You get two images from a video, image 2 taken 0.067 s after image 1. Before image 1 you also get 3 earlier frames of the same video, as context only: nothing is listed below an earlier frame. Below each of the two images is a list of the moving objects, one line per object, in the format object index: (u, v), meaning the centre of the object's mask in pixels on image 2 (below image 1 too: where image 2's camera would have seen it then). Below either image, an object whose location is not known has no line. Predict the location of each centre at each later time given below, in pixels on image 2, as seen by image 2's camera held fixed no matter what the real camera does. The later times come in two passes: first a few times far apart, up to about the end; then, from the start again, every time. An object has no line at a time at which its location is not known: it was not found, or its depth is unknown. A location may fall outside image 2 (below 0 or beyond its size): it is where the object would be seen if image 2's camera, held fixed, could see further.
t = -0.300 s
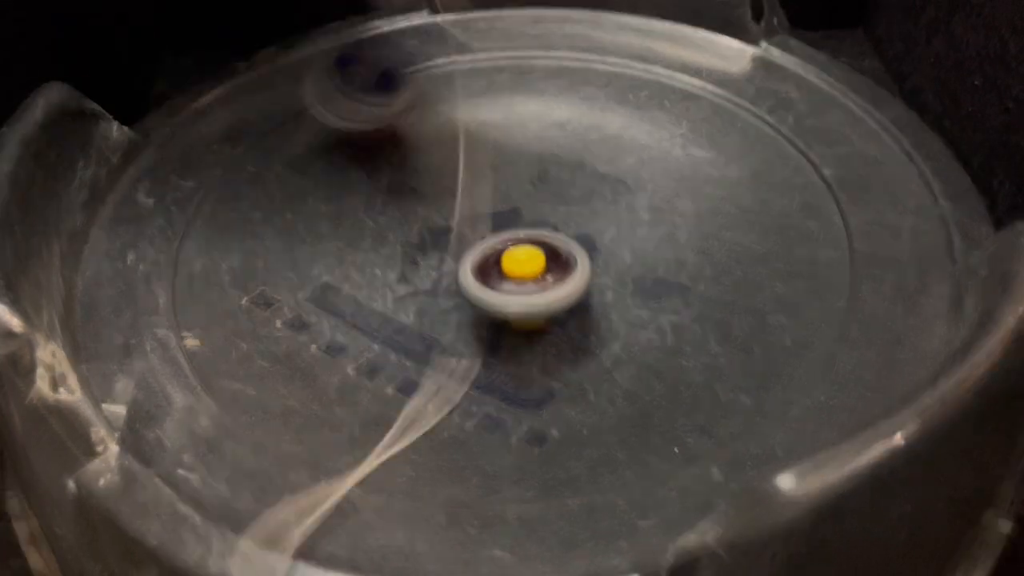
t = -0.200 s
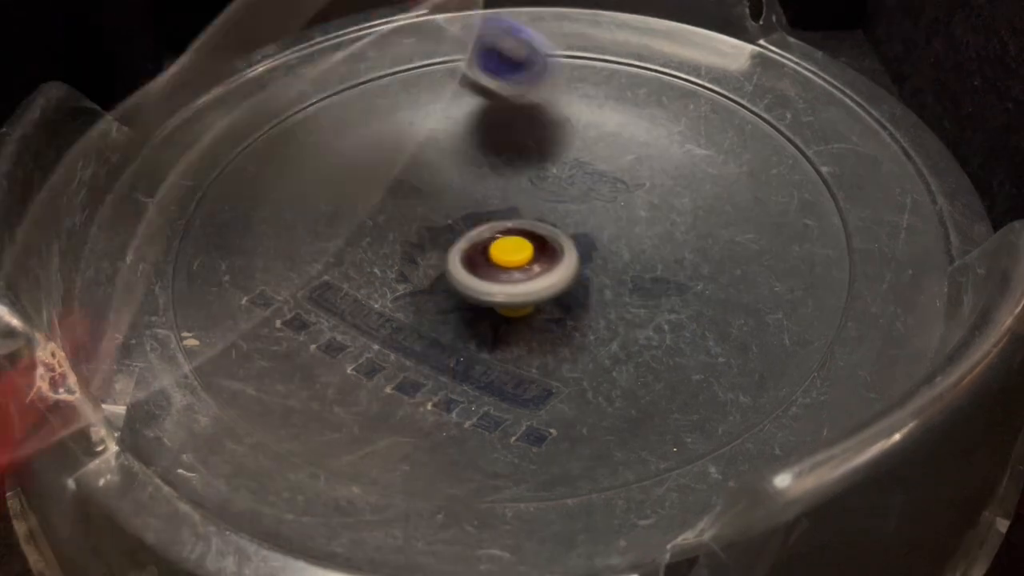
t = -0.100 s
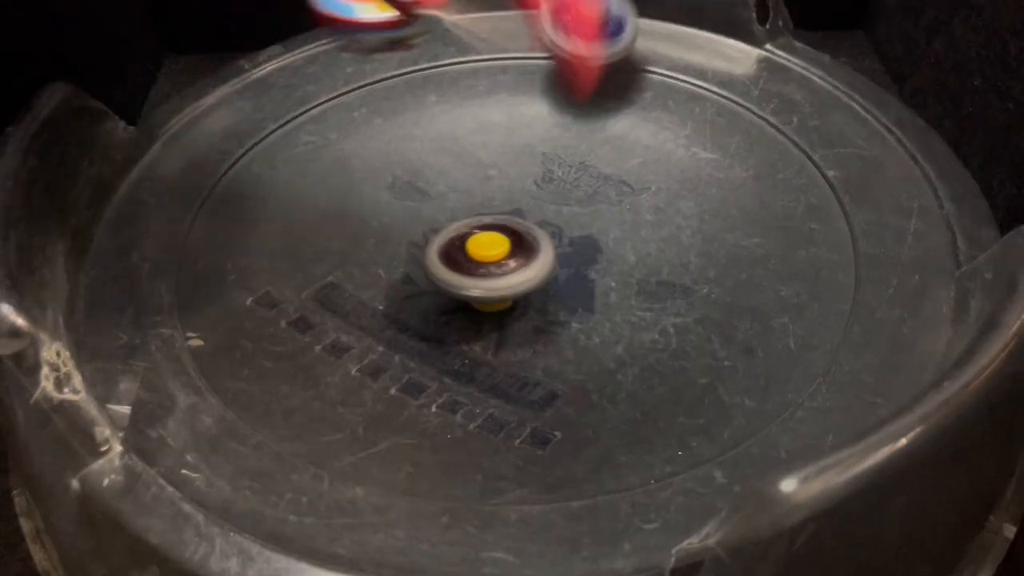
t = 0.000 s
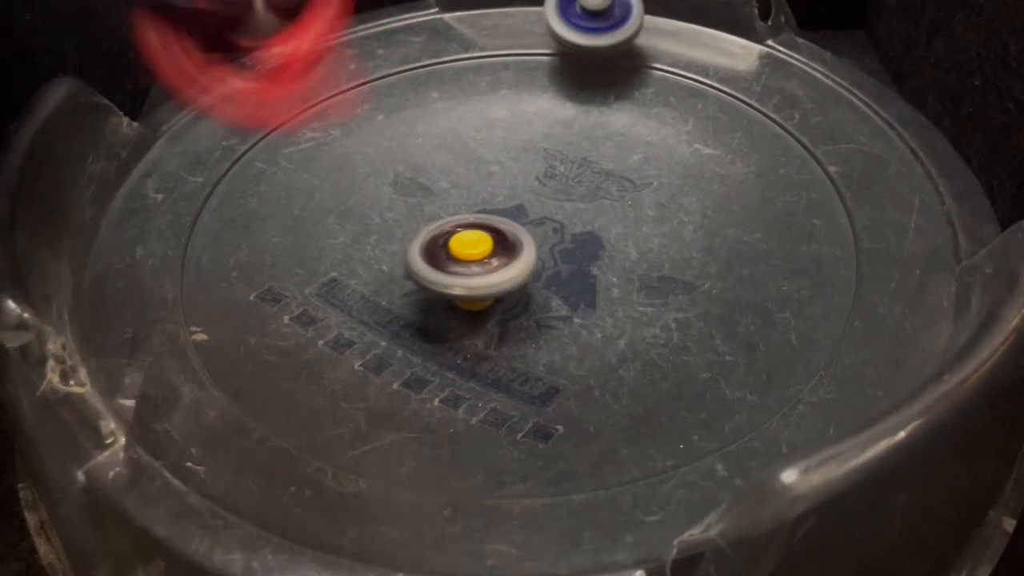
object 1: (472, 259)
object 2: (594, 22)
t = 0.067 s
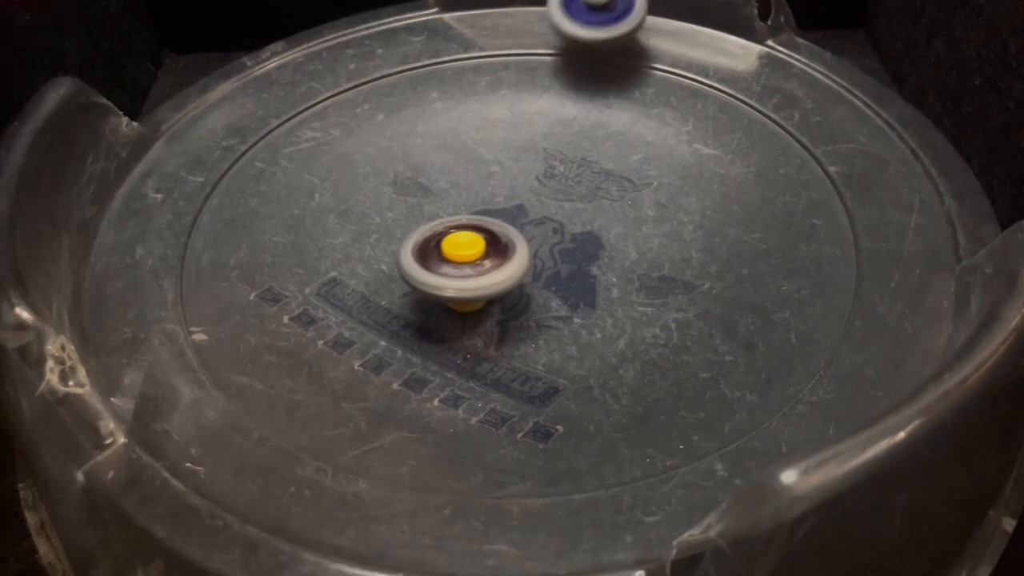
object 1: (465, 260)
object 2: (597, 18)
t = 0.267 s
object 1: (448, 263)
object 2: (561, 86)
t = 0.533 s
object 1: (465, 261)
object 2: (743, 152)
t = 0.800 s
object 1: (476, 241)
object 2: (615, 105)
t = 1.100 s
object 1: (373, 333)
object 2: (787, 231)
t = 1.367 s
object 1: (513, 310)
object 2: (630, 137)
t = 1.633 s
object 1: (662, 286)
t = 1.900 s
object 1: (629, 185)
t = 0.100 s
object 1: (459, 263)
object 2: (597, 20)
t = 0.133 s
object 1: (457, 263)
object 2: (591, 30)
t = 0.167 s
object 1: (454, 262)
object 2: (581, 41)
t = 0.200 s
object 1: (451, 262)
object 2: (573, 53)
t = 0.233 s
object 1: (449, 263)
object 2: (569, 69)
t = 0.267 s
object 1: (448, 263)
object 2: (561, 86)
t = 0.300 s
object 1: (449, 264)
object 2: (558, 105)
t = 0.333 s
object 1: (451, 265)
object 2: (563, 127)
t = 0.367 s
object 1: (453, 265)
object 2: (577, 149)
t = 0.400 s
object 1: (454, 264)
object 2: (599, 167)
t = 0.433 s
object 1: (457, 264)
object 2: (634, 177)
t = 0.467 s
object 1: (460, 263)
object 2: (672, 179)
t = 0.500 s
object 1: (464, 262)
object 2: (710, 170)
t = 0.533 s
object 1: (465, 261)
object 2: (743, 152)
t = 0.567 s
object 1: (468, 260)
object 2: (768, 130)
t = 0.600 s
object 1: (469, 258)
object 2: (784, 103)
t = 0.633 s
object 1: (470, 256)
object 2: (762, 86)
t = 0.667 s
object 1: (474, 254)
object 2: (738, 78)
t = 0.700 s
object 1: (474, 251)
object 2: (712, 76)
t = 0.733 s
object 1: (475, 247)
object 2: (684, 78)
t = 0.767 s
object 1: (475, 244)
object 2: (653, 88)
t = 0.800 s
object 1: (476, 241)
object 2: (615, 105)
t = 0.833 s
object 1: (476, 238)
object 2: (581, 128)
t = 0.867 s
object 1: (476, 236)
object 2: (551, 163)
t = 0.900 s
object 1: (443, 257)
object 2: (557, 182)
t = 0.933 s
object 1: (407, 278)
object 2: (571, 200)
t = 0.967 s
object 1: (377, 296)
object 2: (596, 225)
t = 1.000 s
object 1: (360, 309)
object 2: (633, 246)
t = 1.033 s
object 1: (354, 319)
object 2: (686, 254)
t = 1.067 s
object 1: (360, 327)
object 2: (736, 249)
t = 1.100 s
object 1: (373, 333)
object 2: (787, 231)
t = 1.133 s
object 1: (389, 338)
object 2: (825, 208)
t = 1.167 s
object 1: (405, 339)
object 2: (838, 178)
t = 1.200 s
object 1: (423, 340)
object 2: (824, 154)
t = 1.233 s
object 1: (445, 338)
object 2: (804, 136)
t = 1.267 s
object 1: (465, 334)
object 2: (777, 124)
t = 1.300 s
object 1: (482, 328)
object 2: (744, 120)
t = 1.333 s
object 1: (498, 320)
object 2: (689, 124)
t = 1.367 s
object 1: (513, 310)
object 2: (630, 137)
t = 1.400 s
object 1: (527, 300)
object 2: (567, 160)
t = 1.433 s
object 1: (538, 289)
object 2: (515, 193)
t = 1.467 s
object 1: (556, 290)
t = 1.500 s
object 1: (588, 302)
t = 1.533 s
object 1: (615, 307)
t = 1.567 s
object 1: (637, 307)
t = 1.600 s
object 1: (652, 299)
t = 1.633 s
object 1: (662, 286)
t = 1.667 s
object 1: (667, 273)
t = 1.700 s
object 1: (669, 260)
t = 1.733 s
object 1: (669, 246)
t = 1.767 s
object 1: (666, 229)
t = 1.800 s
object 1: (658, 216)
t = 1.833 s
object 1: (649, 206)
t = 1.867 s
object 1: (639, 194)
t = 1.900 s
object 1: (629, 185)
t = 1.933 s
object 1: (617, 175)
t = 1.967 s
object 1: (586, 157)
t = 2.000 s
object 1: (483, 107)
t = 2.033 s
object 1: (392, 54)
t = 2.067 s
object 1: (323, 20)
